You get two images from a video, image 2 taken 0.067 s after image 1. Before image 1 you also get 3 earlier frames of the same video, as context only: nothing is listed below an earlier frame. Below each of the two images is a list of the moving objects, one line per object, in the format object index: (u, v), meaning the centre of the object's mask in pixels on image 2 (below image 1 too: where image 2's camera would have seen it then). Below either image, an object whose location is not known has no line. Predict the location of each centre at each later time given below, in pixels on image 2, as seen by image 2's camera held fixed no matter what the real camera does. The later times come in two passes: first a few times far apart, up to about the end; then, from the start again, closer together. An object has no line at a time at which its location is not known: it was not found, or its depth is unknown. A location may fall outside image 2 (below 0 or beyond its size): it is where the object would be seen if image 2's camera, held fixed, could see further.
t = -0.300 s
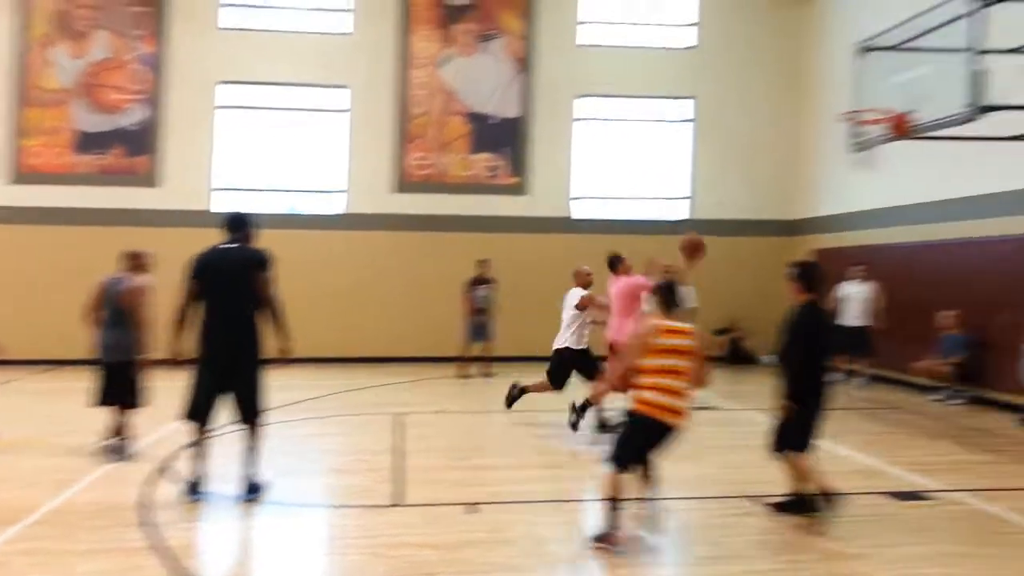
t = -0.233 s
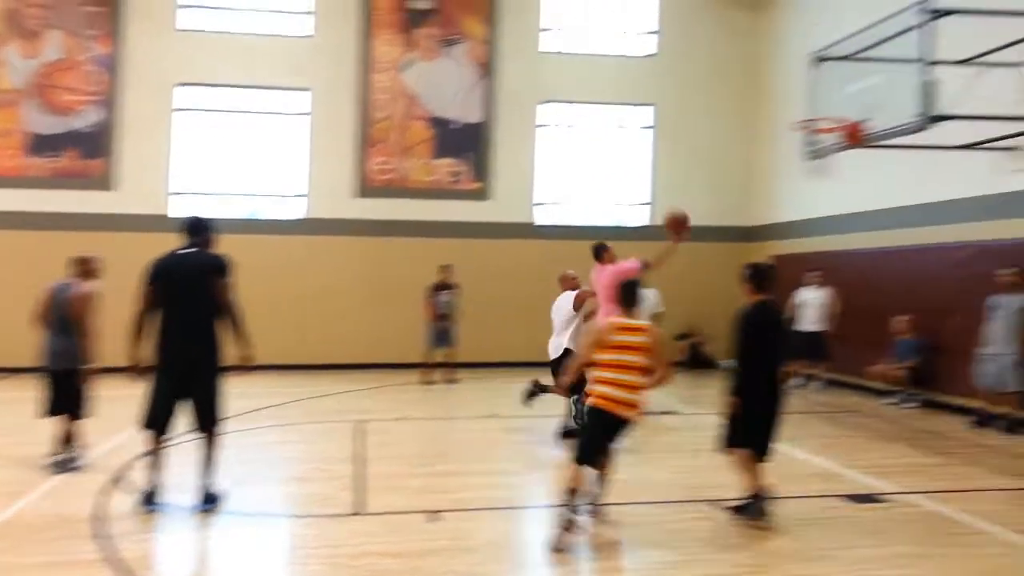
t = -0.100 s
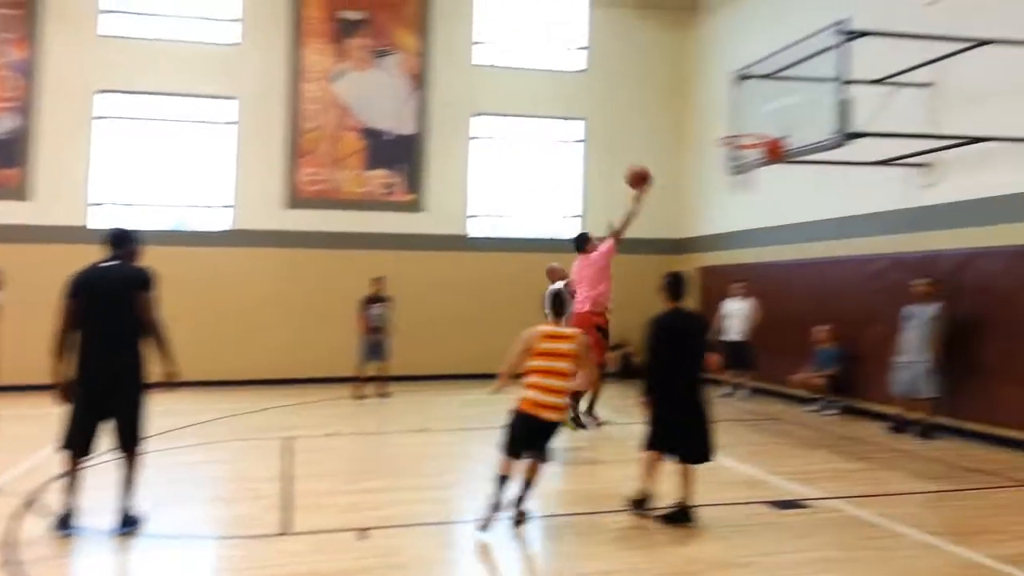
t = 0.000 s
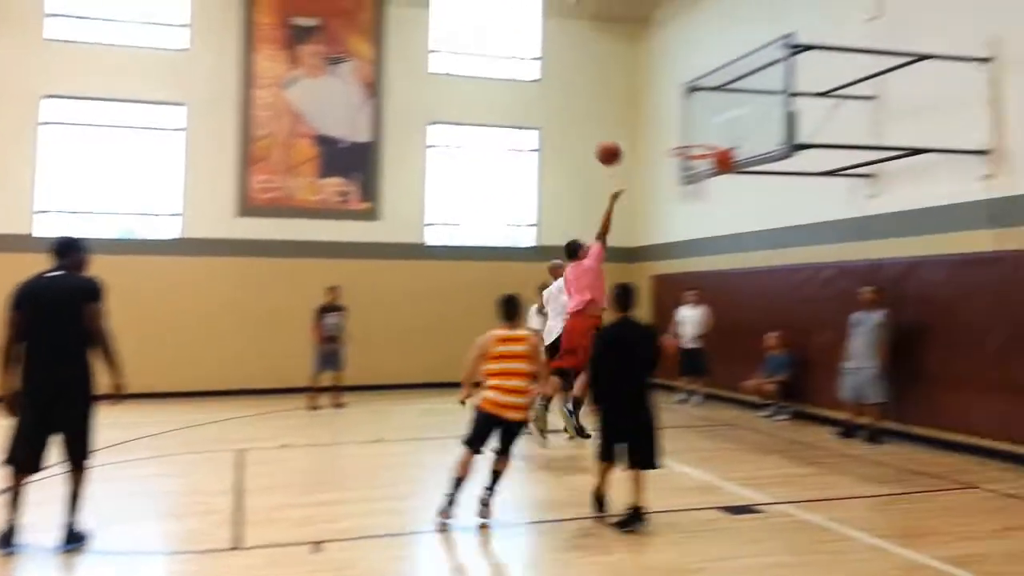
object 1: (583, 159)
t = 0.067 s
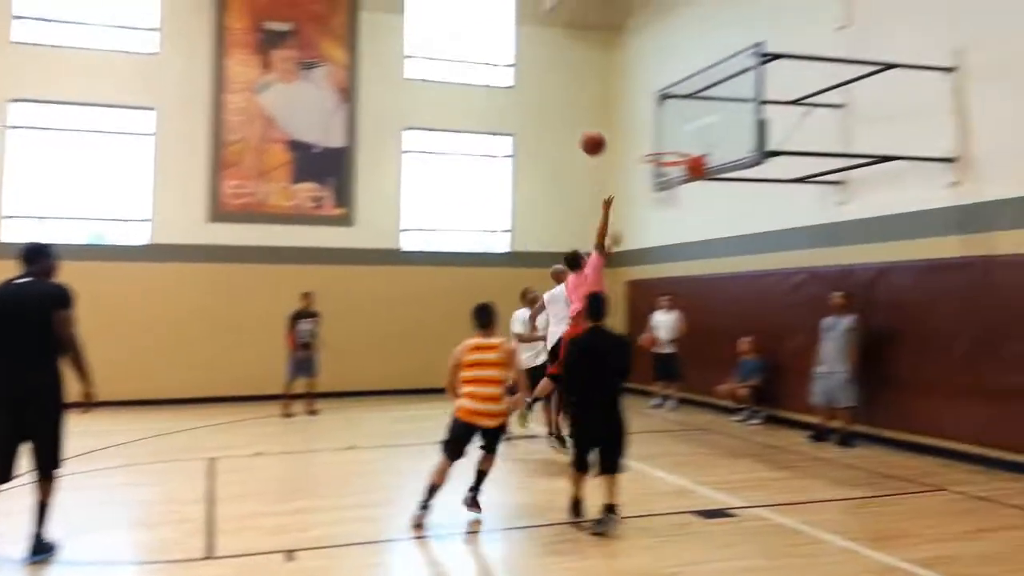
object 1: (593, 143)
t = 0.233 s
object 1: (616, 123)
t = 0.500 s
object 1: (654, 145)
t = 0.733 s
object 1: (679, 192)
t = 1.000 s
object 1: (691, 254)
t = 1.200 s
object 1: (700, 346)
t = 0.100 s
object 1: (598, 137)
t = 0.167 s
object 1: (607, 127)
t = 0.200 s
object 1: (612, 125)
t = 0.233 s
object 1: (616, 123)
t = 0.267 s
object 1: (621, 122)
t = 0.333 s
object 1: (631, 123)
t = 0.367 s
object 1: (635, 125)
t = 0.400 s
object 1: (639, 129)
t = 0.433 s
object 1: (644, 134)
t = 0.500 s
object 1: (654, 145)
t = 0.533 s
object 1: (659, 153)
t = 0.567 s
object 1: (664, 163)
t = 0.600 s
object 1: (668, 170)
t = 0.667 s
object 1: (676, 186)
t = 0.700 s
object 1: (678, 190)
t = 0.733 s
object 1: (679, 192)
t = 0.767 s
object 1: (681, 199)
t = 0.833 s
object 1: (682, 206)
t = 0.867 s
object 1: (684, 213)
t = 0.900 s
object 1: (686, 222)
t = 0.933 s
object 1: (688, 231)
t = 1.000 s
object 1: (691, 254)
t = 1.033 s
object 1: (693, 268)
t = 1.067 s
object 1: (693, 282)
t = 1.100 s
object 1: (694, 295)
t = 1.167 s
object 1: (698, 329)
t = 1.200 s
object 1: (700, 346)
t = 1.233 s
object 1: (701, 366)
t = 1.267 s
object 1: (705, 388)
